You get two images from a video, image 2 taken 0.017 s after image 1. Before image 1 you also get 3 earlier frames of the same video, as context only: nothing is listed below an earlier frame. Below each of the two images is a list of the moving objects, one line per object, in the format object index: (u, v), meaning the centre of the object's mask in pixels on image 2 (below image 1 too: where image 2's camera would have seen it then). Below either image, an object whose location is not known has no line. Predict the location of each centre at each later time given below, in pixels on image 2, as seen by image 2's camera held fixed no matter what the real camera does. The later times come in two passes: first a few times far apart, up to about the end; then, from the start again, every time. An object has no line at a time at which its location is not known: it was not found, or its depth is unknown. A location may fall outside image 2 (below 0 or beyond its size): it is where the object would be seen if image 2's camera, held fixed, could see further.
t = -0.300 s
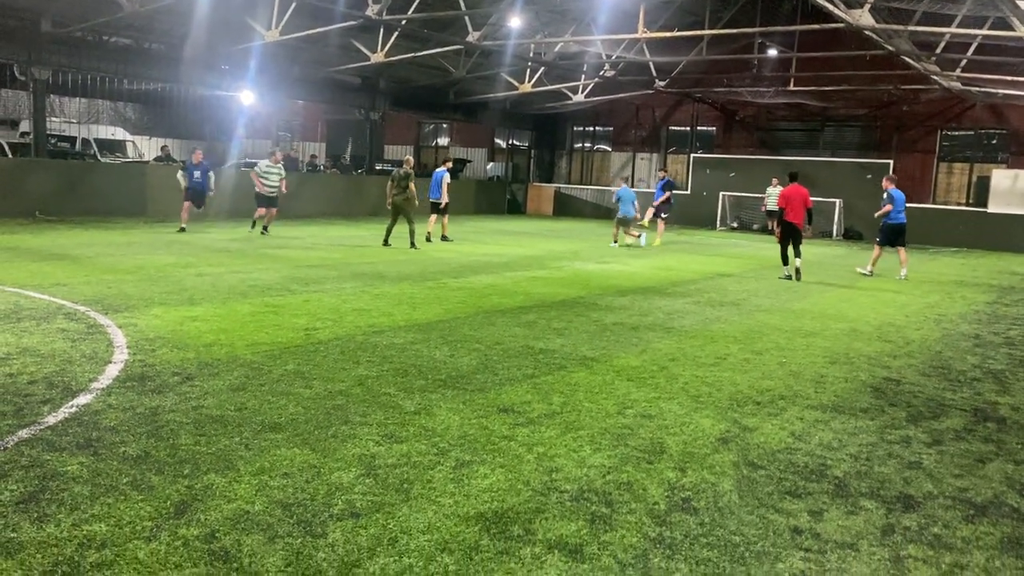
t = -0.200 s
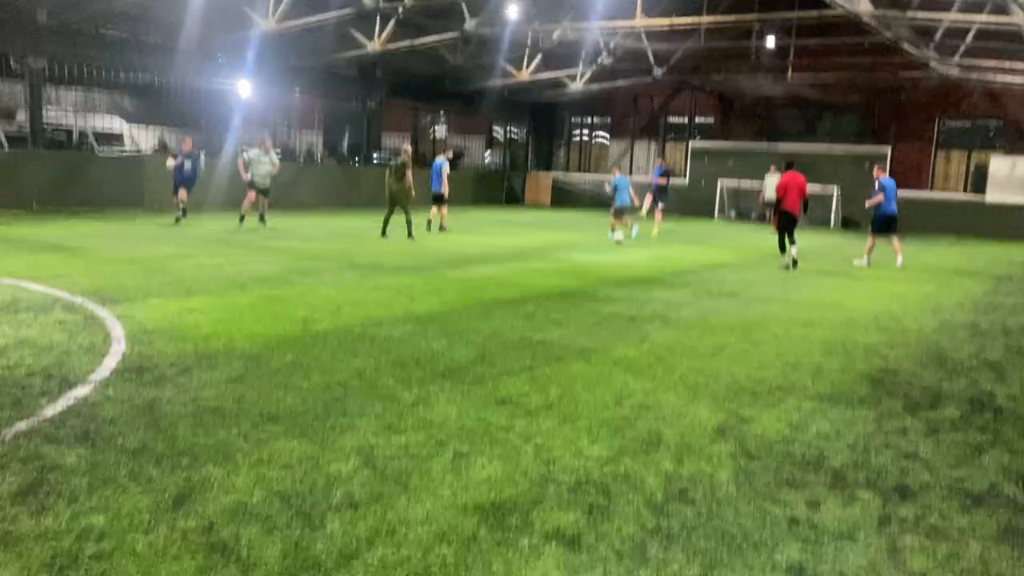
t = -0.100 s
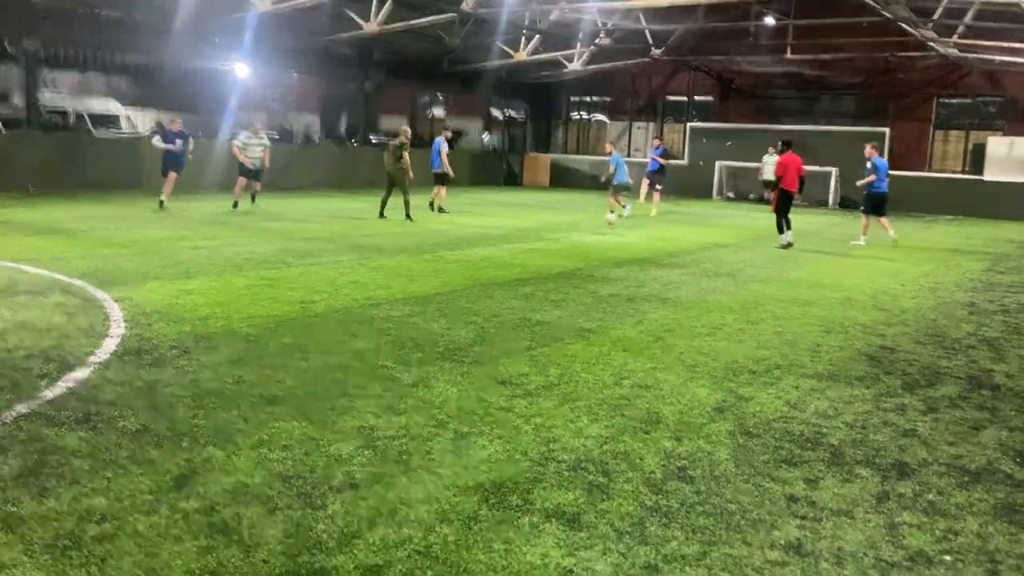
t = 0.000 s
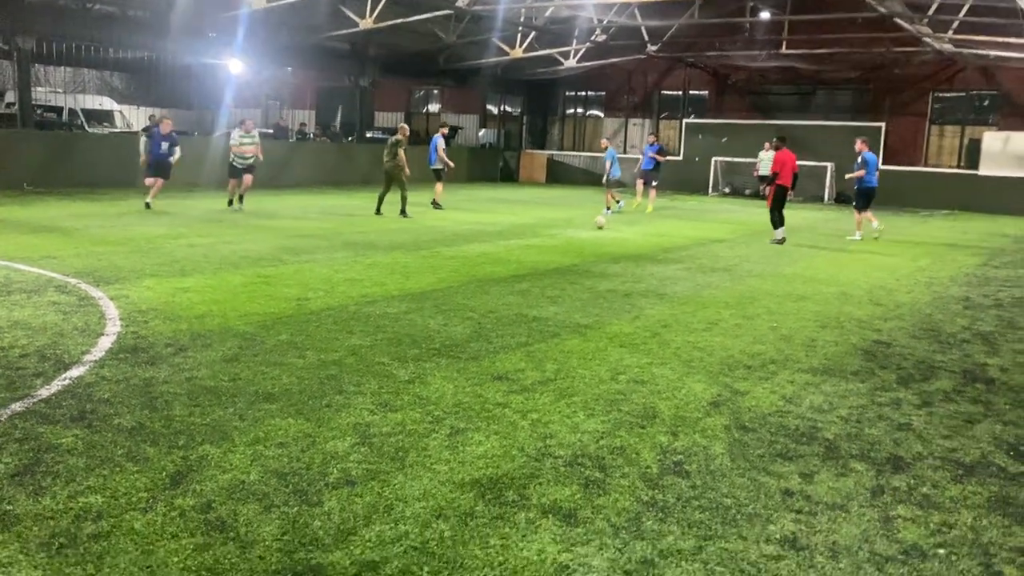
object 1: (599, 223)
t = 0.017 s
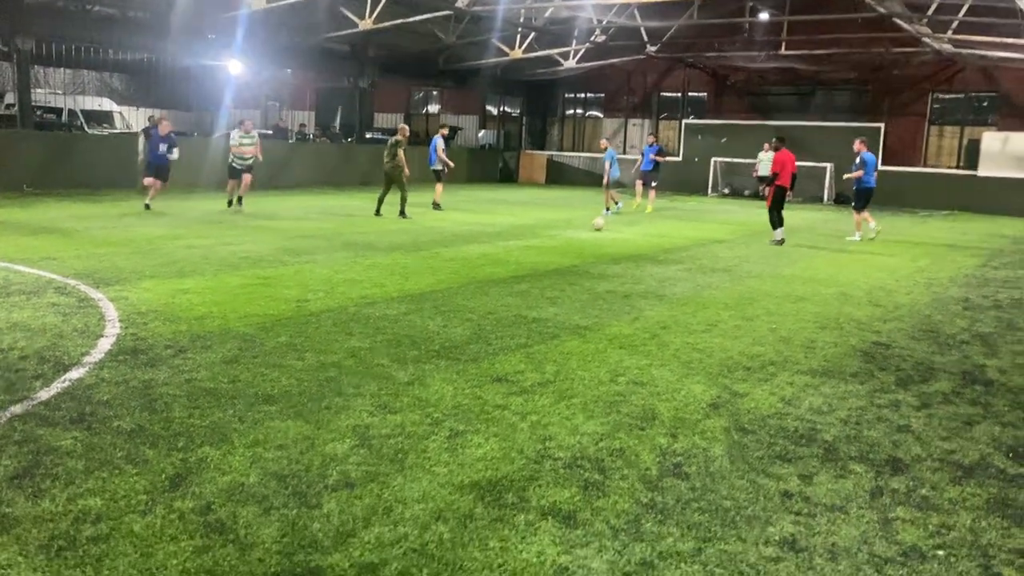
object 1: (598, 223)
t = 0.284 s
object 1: (580, 235)
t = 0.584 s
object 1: (552, 249)
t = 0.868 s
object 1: (520, 269)
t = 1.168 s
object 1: (473, 299)
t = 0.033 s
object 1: (597, 223)
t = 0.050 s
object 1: (596, 223)
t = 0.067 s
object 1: (595, 222)
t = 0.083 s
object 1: (593, 222)
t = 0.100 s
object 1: (593, 222)
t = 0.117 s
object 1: (592, 222)
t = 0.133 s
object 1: (591, 222)
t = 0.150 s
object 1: (589, 223)
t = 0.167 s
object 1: (587, 224)
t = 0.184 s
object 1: (587, 225)
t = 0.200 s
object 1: (585, 226)
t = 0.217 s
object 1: (584, 228)
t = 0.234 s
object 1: (583, 229)
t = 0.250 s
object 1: (581, 233)
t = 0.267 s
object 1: (580, 234)
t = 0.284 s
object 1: (580, 235)
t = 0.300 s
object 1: (578, 235)
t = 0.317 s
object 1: (577, 235)
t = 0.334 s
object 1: (575, 235)
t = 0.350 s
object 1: (573, 236)
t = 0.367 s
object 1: (572, 237)
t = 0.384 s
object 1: (571, 238)
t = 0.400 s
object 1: (569, 240)
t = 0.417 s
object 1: (567, 241)
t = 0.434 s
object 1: (567, 241)
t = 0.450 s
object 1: (565, 242)
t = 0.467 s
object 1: (563, 241)
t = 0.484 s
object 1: (562, 242)
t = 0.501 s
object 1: (560, 243)
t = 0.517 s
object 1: (558, 243)
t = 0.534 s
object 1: (558, 244)
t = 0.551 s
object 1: (556, 246)
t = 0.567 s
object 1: (554, 247)
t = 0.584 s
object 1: (552, 249)
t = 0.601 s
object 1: (551, 251)
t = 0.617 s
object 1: (549, 251)
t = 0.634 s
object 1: (547, 252)
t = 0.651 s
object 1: (546, 251)
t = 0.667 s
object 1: (544, 253)
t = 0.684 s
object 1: (542, 254)
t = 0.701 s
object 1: (540, 256)
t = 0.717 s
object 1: (538, 257)
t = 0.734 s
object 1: (536, 259)
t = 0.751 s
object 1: (534, 261)
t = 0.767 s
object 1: (533, 262)
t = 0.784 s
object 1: (530, 262)
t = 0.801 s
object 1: (528, 264)
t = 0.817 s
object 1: (526, 264)
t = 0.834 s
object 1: (524, 266)
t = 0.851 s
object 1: (522, 267)
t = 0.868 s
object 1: (520, 269)
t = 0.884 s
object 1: (518, 270)
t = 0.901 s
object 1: (516, 271)
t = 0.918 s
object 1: (513, 272)
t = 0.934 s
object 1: (511, 272)
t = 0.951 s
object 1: (509, 274)
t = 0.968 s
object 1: (506, 277)
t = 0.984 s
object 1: (504, 278)
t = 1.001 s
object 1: (501, 281)
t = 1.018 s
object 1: (498, 282)
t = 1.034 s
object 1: (496, 283)
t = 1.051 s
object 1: (493, 286)
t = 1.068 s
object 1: (490, 287)
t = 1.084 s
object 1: (488, 289)
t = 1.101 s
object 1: (485, 291)
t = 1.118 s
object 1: (482, 292)
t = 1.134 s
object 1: (480, 294)
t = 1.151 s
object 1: (476, 296)
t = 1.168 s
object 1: (473, 299)
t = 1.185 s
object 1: (470, 301)
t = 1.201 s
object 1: (467, 303)
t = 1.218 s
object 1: (464, 304)
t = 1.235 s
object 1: (461, 306)
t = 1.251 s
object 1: (456, 309)
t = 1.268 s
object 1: (453, 312)
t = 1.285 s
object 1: (450, 315)
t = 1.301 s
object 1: (446, 317)
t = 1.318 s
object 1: (442, 319)
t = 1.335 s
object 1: (439, 322)
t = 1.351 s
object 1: (435, 325)
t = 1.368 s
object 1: (430, 328)
